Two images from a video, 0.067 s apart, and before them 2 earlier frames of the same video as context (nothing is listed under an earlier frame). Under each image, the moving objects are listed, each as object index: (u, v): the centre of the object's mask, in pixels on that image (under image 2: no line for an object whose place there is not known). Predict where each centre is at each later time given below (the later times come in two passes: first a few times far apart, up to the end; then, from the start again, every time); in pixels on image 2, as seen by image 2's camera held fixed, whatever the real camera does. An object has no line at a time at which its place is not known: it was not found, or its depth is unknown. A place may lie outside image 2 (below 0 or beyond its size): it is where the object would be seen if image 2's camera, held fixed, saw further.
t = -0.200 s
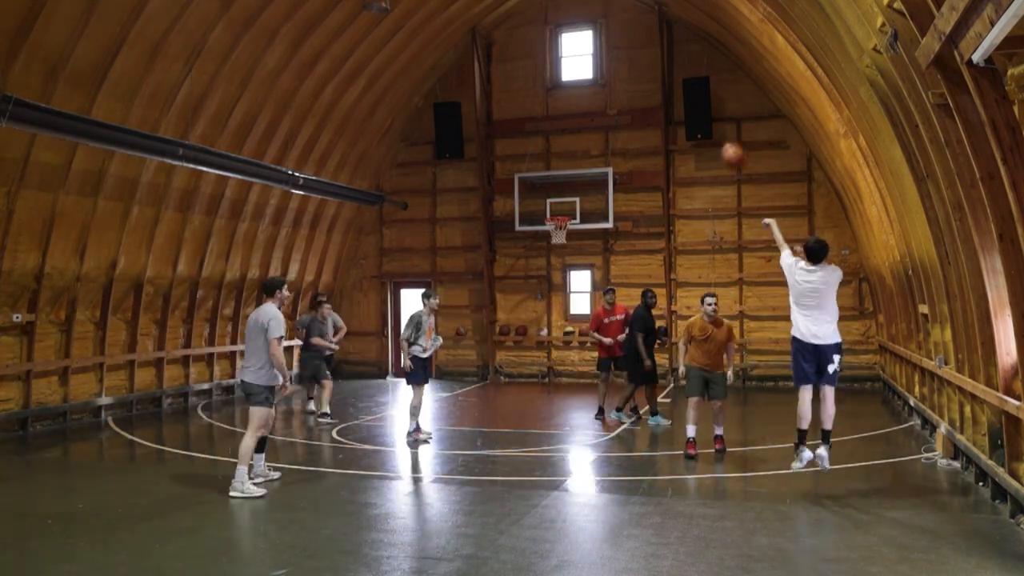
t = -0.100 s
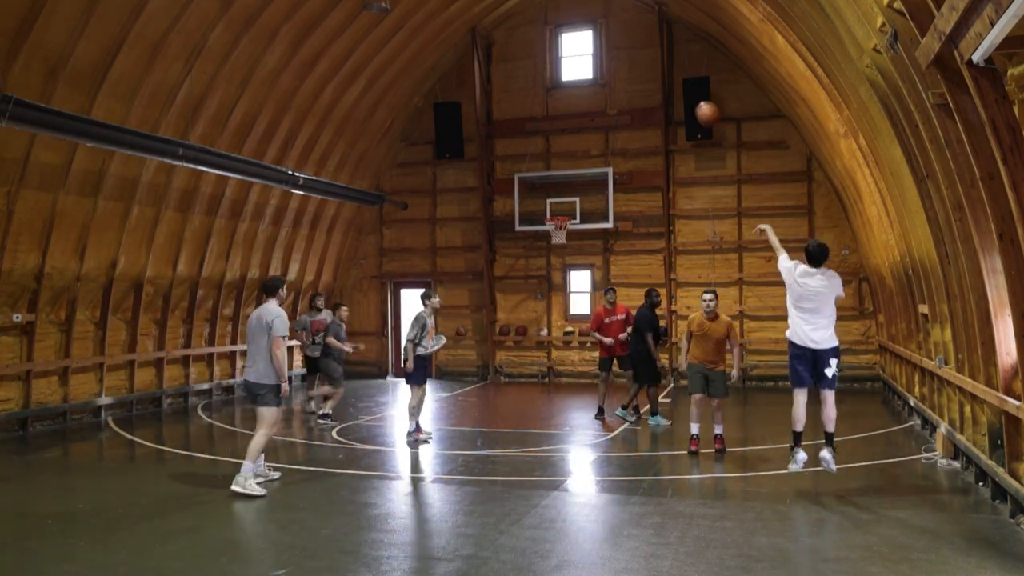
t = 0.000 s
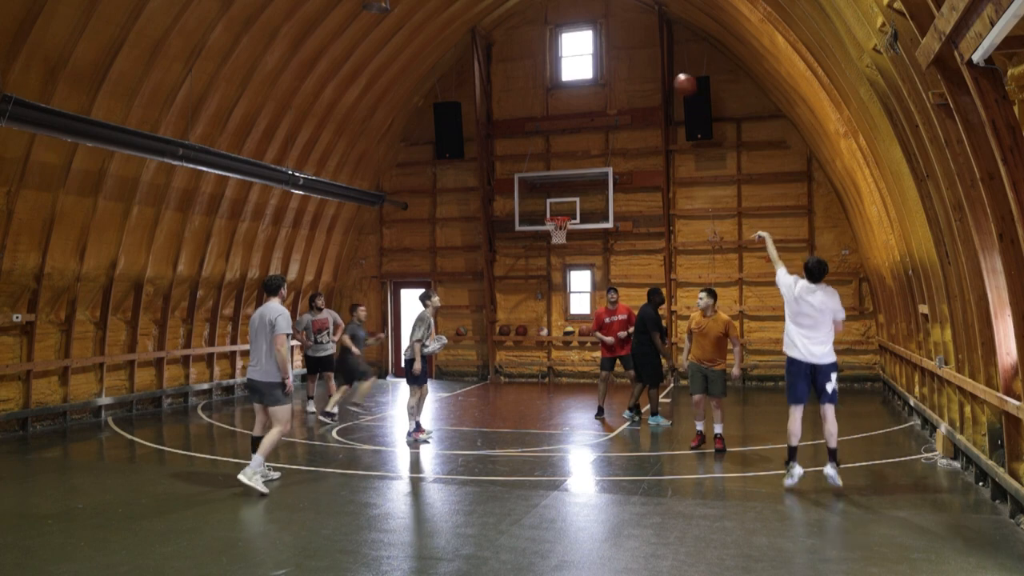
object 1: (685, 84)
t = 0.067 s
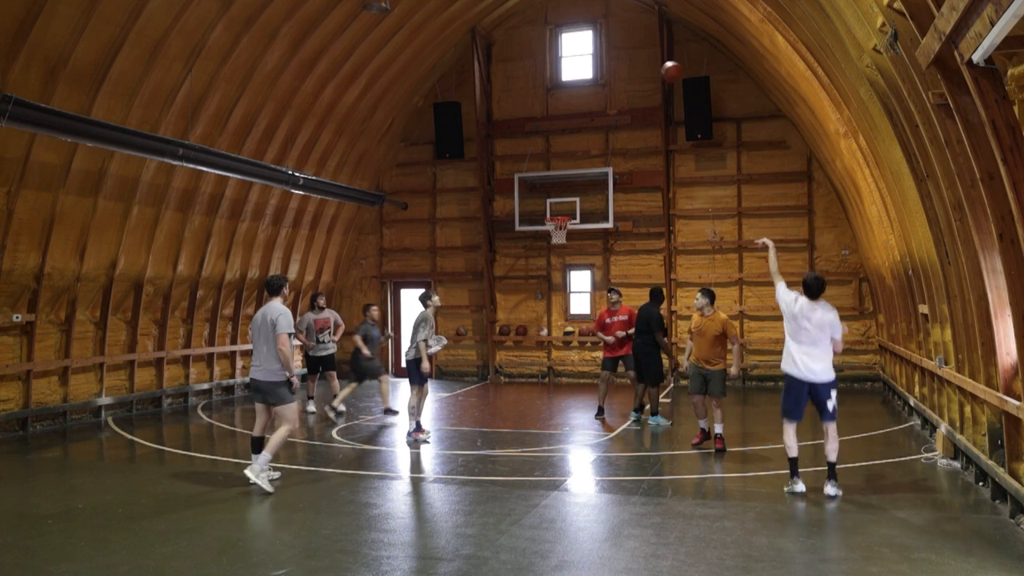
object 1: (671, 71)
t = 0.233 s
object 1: (643, 58)
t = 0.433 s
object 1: (616, 69)
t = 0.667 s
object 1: (591, 109)
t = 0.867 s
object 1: (572, 163)
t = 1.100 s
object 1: (556, 216)
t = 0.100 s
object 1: (665, 66)
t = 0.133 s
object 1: (660, 63)
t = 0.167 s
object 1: (654, 61)
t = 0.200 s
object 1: (649, 58)
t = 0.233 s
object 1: (643, 58)
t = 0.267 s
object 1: (639, 58)
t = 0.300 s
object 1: (634, 58)
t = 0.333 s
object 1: (629, 60)
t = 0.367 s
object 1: (625, 62)
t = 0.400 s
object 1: (621, 65)
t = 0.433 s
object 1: (616, 69)
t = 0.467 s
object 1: (612, 73)
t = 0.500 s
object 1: (609, 76)
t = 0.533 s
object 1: (605, 82)
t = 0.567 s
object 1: (601, 88)
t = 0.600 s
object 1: (598, 95)
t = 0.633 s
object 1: (594, 101)
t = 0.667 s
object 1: (591, 109)
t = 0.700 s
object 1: (587, 117)
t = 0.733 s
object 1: (584, 125)
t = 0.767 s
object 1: (581, 134)
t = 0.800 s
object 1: (578, 144)
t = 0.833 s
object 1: (576, 153)
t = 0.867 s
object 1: (572, 163)
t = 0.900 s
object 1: (569, 173)
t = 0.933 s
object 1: (567, 185)
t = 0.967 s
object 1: (564, 195)
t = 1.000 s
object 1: (562, 208)
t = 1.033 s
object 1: (560, 212)
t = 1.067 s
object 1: (557, 214)
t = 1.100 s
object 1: (556, 216)
